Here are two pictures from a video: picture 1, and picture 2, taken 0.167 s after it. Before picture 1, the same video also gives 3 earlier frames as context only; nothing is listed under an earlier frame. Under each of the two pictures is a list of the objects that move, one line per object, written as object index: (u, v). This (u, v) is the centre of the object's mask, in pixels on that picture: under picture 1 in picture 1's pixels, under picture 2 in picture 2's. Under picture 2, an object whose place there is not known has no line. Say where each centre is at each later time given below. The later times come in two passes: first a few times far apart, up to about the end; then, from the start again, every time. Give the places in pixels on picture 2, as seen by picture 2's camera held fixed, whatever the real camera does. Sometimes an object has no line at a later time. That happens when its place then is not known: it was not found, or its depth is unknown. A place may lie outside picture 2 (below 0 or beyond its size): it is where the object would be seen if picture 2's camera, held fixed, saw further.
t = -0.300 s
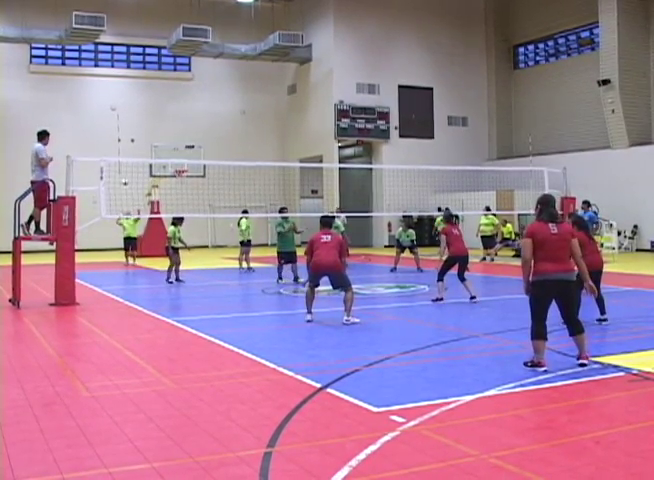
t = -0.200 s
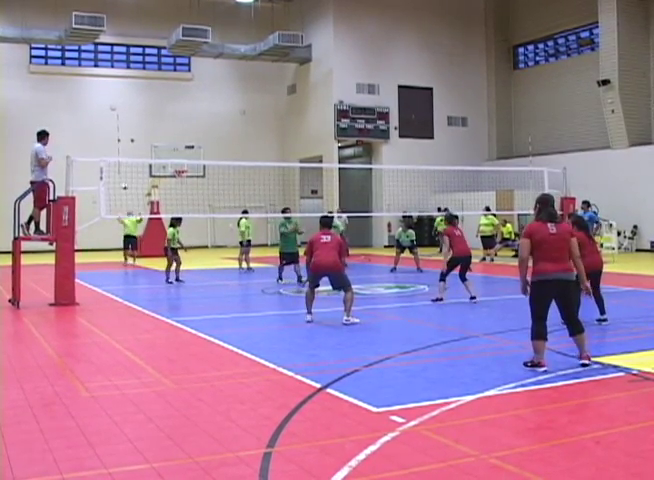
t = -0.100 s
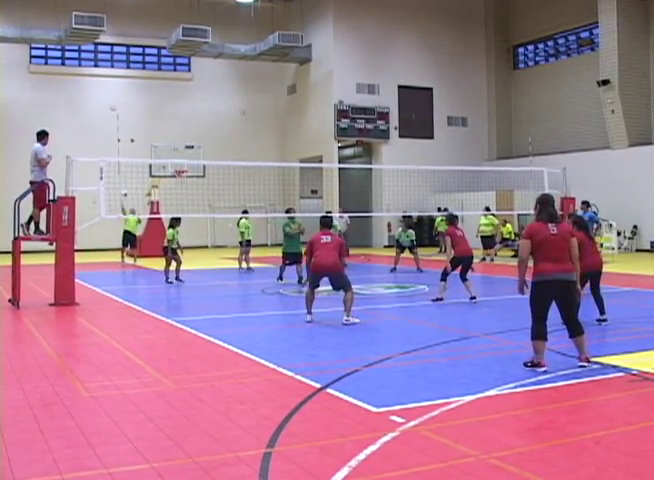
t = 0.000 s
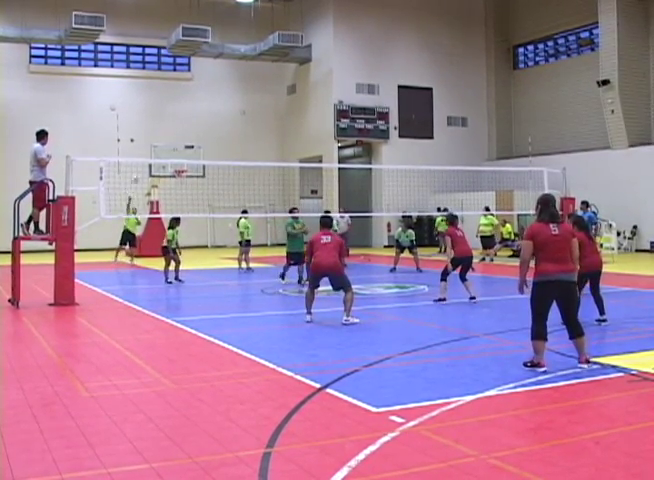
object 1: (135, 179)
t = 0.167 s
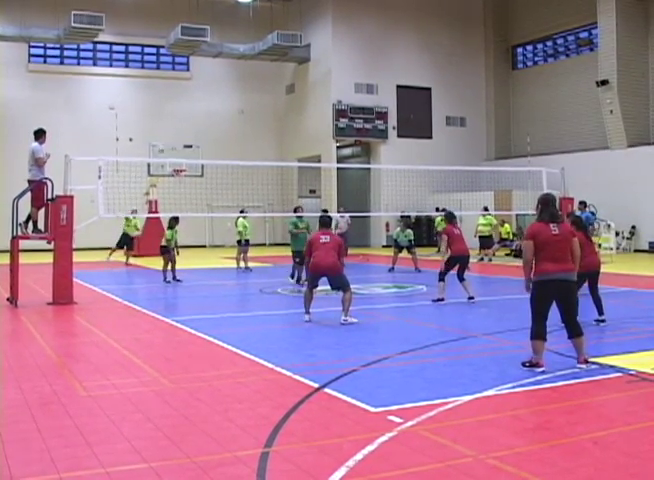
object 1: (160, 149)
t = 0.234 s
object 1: (173, 137)
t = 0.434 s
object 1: (215, 112)
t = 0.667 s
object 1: (271, 100)
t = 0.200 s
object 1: (167, 143)
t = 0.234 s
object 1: (173, 137)
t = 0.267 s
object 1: (180, 133)
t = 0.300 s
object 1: (186, 128)
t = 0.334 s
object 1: (193, 124)
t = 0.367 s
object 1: (200, 119)
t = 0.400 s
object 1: (207, 115)
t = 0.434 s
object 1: (215, 112)
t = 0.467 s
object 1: (223, 109)
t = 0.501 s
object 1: (230, 106)
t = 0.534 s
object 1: (238, 104)
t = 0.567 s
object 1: (246, 103)
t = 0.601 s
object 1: (254, 102)
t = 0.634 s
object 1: (262, 101)
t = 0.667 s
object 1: (271, 100)
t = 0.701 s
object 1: (281, 101)
